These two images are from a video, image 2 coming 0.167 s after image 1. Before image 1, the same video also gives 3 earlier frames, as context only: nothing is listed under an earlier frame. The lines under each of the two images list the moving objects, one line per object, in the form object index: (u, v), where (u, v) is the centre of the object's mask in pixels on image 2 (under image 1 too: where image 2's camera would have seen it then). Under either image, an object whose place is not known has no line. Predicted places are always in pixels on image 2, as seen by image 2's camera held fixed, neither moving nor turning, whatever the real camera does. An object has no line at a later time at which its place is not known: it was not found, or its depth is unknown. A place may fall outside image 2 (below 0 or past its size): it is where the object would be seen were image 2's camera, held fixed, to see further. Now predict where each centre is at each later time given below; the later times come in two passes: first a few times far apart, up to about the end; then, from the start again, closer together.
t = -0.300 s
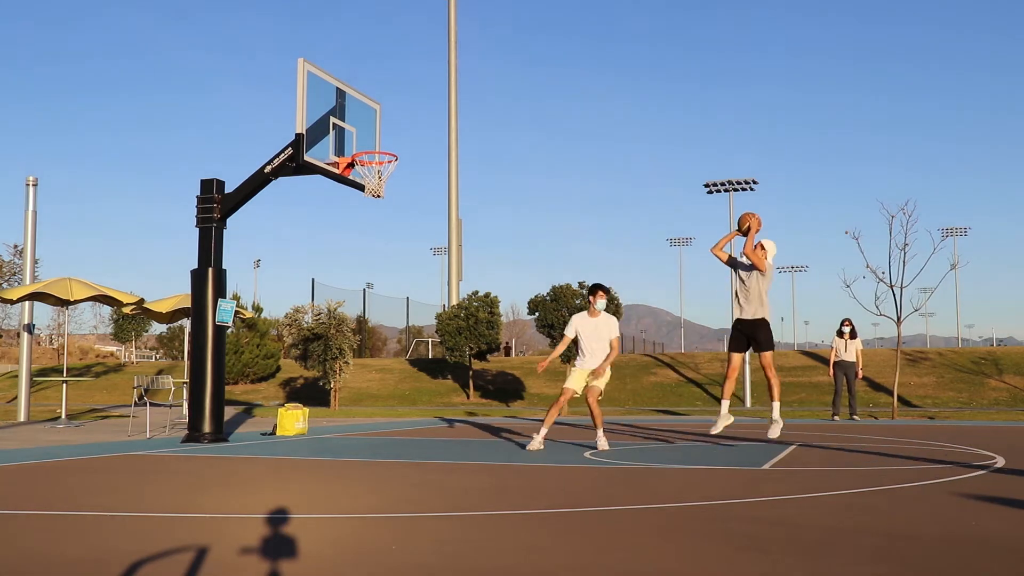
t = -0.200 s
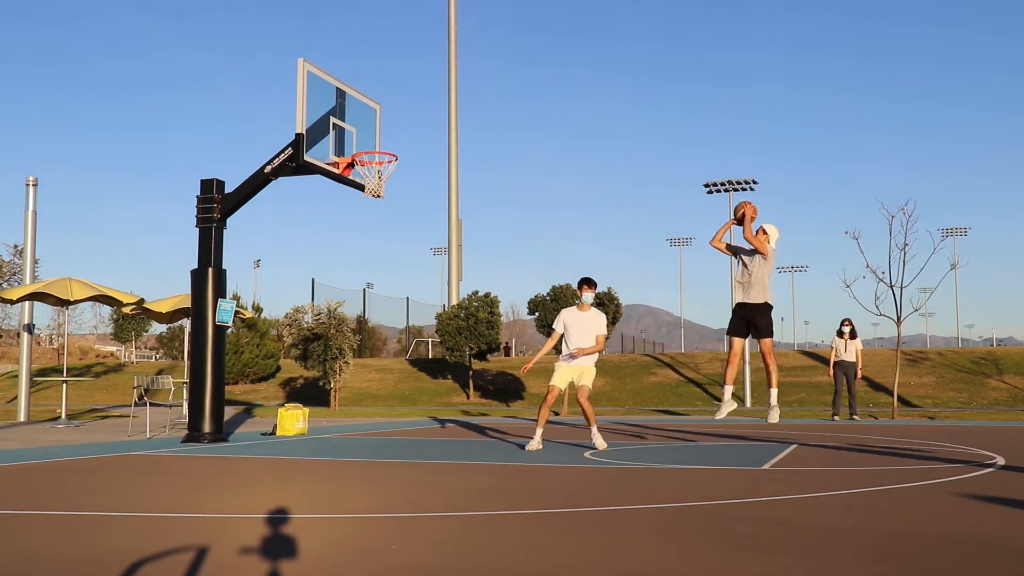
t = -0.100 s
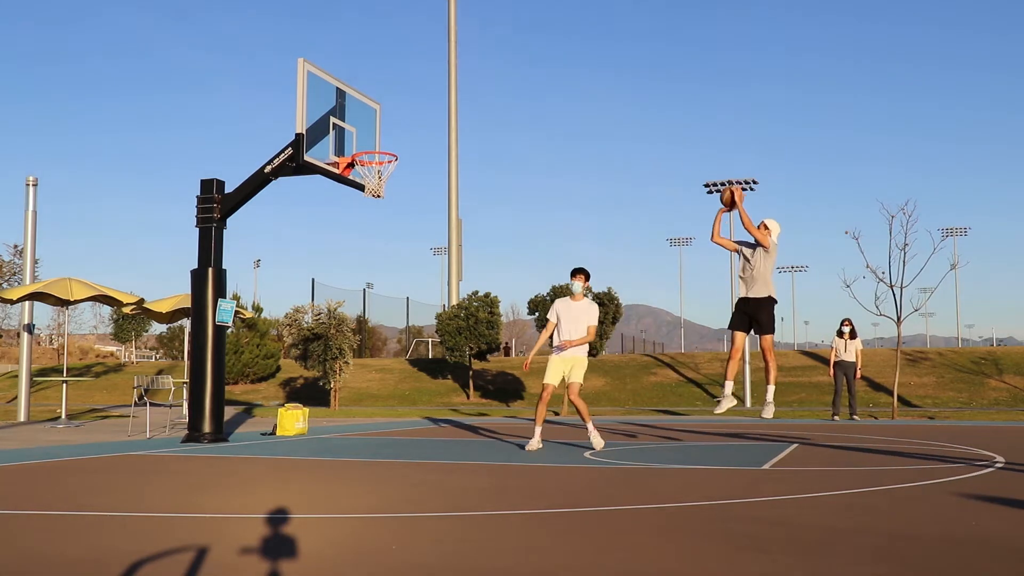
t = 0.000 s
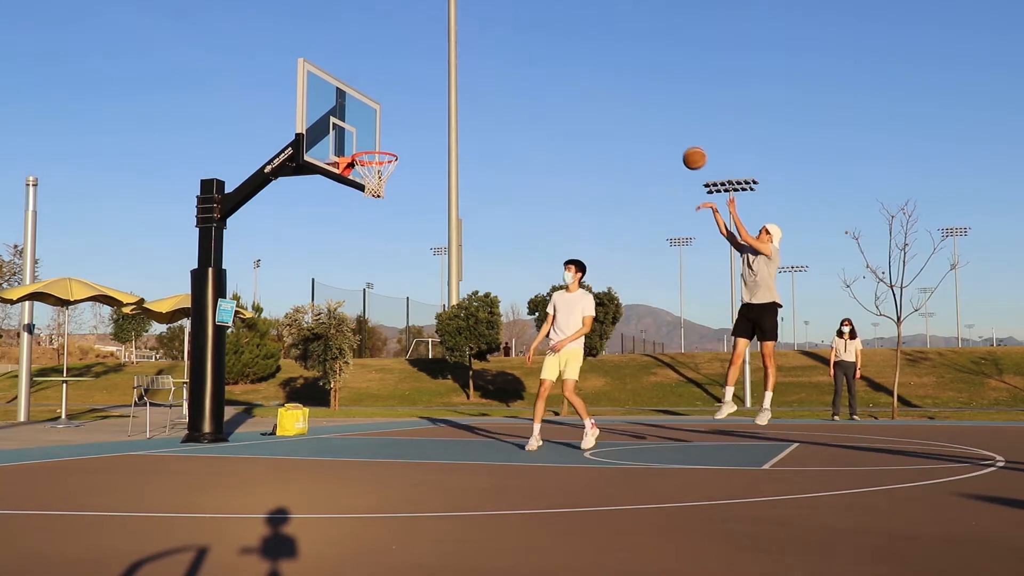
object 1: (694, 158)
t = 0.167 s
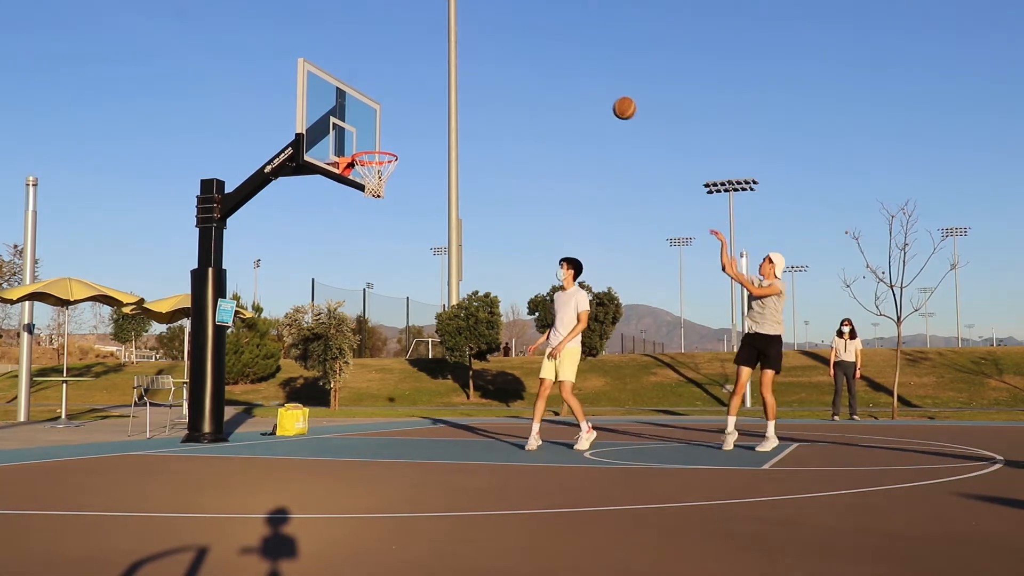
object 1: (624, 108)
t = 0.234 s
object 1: (597, 95)
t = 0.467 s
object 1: (505, 84)
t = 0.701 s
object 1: (417, 122)
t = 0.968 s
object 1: (356, 178)
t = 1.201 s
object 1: (372, 202)
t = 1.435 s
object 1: (388, 276)
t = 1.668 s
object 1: (403, 401)
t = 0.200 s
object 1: (610, 101)
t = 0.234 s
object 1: (597, 95)
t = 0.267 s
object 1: (584, 91)
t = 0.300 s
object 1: (570, 87)
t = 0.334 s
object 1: (557, 85)
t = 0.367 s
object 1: (544, 83)
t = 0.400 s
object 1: (531, 83)
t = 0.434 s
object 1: (518, 83)
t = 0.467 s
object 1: (505, 84)
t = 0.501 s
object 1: (492, 87)
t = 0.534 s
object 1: (480, 90)
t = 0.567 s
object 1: (467, 95)
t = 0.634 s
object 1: (442, 106)
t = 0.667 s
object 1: (430, 114)
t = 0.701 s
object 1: (417, 122)
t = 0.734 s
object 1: (405, 132)
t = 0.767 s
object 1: (393, 142)
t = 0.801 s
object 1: (380, 152)
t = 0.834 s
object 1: (368, 164)
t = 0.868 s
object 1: (356, 170)
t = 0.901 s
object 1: (353, 175)
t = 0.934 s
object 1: (353, 176)
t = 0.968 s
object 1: (356, 178)
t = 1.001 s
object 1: (359, 177)
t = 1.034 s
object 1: (361, 179)
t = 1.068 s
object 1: (365, 180)
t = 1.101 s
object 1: (366, 185)
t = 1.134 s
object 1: (368, 189)
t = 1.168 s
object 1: (370, 195)
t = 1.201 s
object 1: (372, 202)
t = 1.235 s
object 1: (374, 208)
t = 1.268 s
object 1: (377, 217)
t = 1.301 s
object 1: (379, 227)
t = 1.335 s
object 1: (381, 237)
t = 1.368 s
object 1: (384, 249)
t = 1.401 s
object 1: (386, 262)
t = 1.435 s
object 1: (388, 276)
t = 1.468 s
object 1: (391, 290)
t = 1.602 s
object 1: (400, 361)
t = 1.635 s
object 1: (401, 381)
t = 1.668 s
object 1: (403, 401)
